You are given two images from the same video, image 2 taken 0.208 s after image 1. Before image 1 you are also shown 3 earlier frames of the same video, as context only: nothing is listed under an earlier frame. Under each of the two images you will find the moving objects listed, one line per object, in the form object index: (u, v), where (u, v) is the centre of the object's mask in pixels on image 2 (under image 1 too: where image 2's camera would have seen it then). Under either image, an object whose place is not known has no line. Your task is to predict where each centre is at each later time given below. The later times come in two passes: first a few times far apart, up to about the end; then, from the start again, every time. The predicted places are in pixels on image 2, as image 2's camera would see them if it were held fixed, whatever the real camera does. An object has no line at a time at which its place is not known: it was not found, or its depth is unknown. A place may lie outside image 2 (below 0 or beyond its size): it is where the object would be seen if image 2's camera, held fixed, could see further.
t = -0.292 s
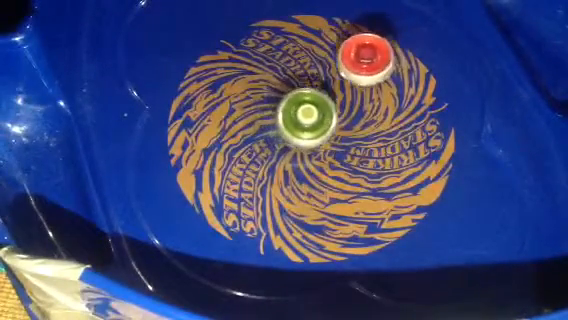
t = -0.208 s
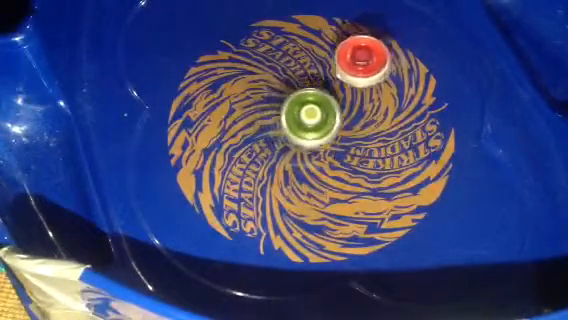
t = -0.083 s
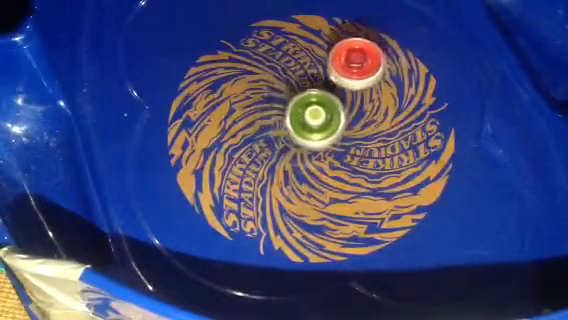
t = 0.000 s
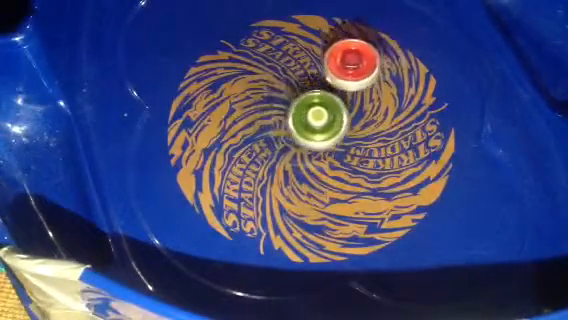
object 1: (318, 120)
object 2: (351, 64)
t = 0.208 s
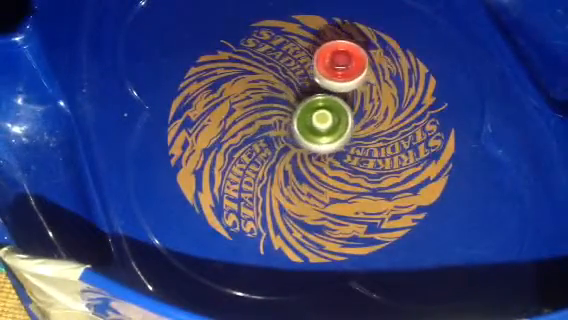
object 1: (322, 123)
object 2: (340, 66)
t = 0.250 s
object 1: (323, 124)
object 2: (338, 66)
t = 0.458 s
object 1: (324, 127)
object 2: (327, 64)
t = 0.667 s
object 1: (323, 129)
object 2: (317, 61)
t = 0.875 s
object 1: (320, 130)
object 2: (310, 57)
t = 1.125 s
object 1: (314, 128)
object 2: (304, 52)
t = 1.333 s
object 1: (310, 124)
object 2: (303, 49)
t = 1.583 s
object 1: (309, 117)
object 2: (305, 49)
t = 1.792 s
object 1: (312, 112)
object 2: (310, 52)
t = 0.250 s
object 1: (323, 124)
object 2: (338, 66)
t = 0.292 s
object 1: (323, 124)
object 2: (336, 65)
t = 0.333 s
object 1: (324, 125)
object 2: (334, 65)
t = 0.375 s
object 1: (324, 126)
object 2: (331, 65)
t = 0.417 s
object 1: (324, 126)
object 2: (329, 64)
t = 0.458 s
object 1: (324, 127)
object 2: (327, 64)
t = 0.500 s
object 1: (324, 128)
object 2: (325, 63)
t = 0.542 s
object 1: (324, 128)
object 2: (323, 63)
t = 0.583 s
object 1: (324, 129)
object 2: (321, 62)
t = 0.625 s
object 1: (323, 129)
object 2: (319, 61)
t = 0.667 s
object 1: (323, 129)
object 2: (317, 61)
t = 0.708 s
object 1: (322, 130)
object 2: (316, 60)
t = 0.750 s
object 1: (322, 130)
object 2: (315, 59)
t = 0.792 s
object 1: (321, 130)
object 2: (313, 58)
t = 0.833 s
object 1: (321, 130)
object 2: (312, 57)
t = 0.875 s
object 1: (320, 130)
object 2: (310, 57)
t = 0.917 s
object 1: (319, 130)
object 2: (309, 56)
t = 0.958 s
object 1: (318, 130)
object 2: (308, 55)
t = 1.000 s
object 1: (317, 129)
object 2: (307, 54)
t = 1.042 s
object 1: (316, 129)
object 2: (306, 53)
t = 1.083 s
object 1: (315, 128)
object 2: (305, 52)
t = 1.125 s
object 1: (314, 128)
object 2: (304, 52)
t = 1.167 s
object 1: (313, 127)
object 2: (304, 51)
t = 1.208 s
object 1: (312, 126)
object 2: (303, 50)
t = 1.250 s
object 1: (311, 125)
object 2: (303, 50)
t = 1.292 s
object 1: (311, 124)
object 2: (303, 50)
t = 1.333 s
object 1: (310, 124)
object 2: (303, 49)
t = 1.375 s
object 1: (310, 123)
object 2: (303, 49)
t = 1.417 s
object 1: (309, 122)
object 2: (303, 49)
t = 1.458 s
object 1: (309, 121)
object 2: (304, 49)
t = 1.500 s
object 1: (309, 120)
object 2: (304, 49)
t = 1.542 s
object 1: (309, 118)
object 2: (305, 49)
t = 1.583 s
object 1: (309, 117)
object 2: (305, 49)
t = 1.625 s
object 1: (310, 116)
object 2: (306, 49)
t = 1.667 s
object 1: (310, 115)
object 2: (307, 50)
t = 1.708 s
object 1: (310, 114)
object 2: (308, 50)
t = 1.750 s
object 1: (311, 113)
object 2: (309, 51)
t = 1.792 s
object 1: (312, 112)
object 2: (310, 52)
